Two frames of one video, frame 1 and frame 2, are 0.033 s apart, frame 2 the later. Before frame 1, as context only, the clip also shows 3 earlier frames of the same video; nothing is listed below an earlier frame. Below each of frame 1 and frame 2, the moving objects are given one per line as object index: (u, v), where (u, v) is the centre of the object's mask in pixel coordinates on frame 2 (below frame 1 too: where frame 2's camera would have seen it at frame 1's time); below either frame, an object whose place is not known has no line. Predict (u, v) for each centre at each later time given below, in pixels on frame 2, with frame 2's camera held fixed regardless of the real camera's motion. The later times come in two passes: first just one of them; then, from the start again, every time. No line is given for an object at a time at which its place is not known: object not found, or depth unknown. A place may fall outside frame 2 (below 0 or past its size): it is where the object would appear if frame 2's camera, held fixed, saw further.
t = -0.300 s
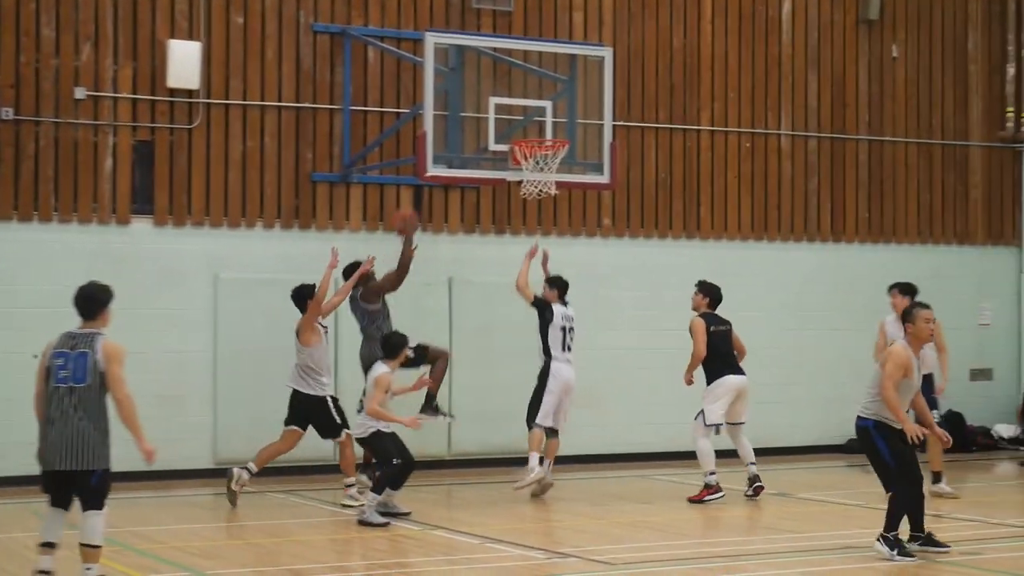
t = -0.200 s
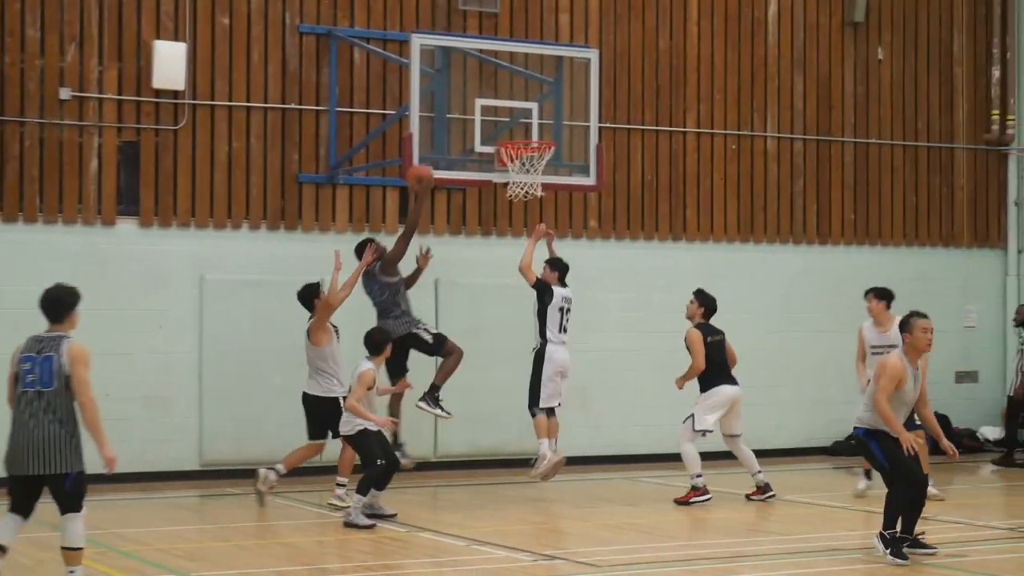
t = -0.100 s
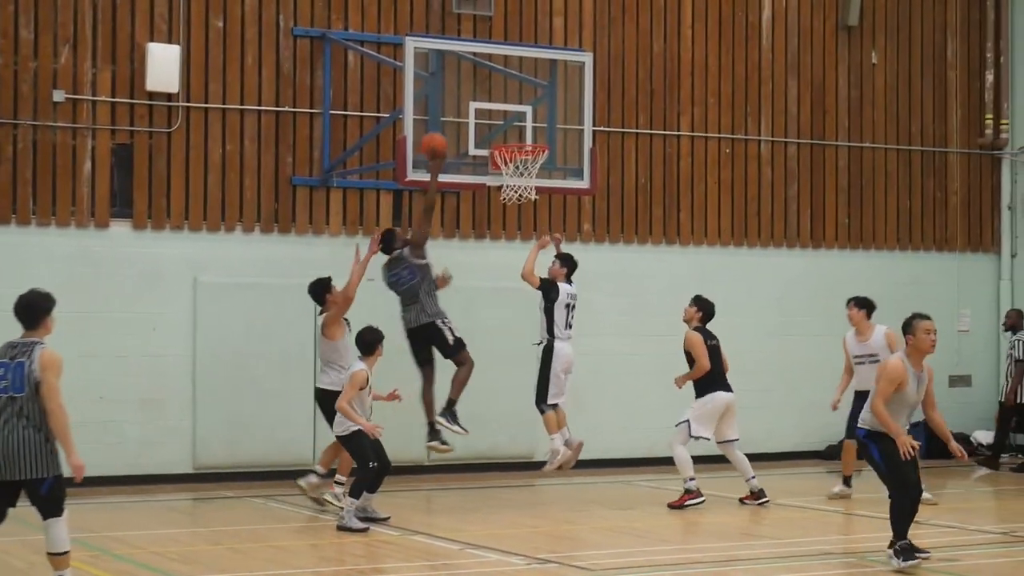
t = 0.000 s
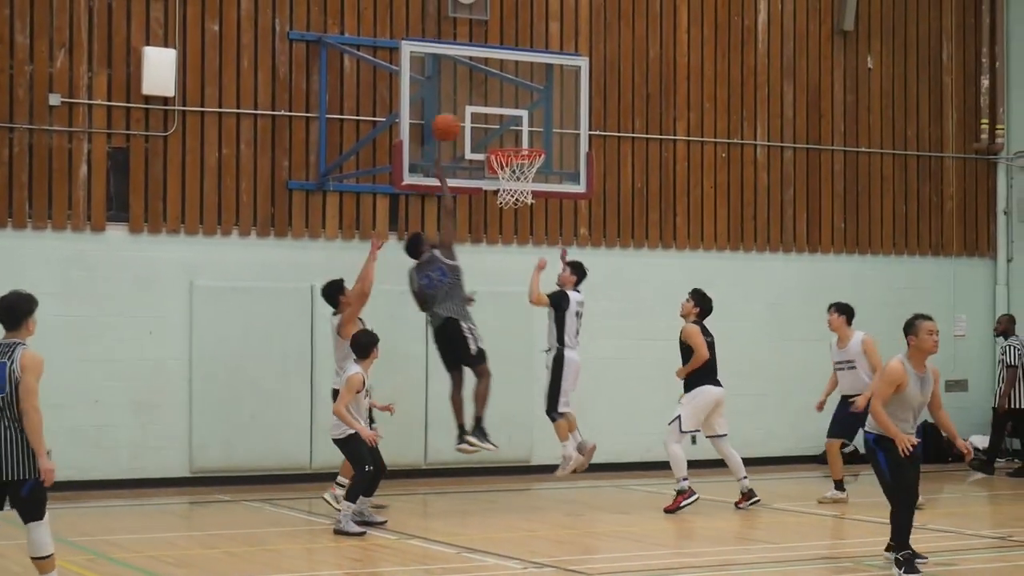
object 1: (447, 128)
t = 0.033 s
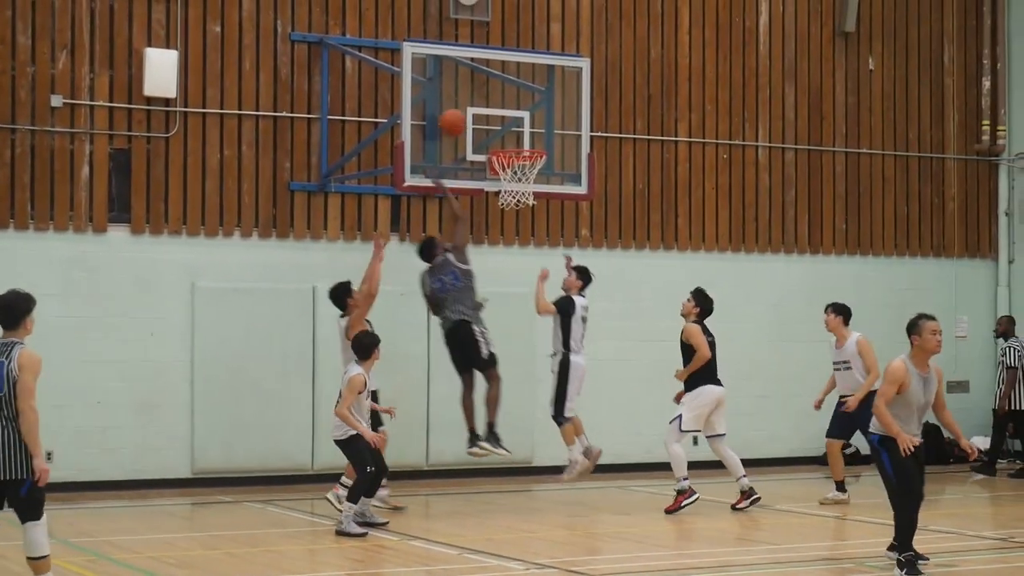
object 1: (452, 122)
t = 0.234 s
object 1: (486, 123)
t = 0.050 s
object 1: (455, 120)
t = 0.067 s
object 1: (457, 119)
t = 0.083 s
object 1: (460, 117)
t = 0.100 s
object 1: (462, 116)
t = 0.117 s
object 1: (465, 115)
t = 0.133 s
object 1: (468, 116)
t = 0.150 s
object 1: (471, 116)
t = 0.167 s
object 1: (474, 117)
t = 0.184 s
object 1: (476, 118)
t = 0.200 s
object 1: (479, 119)
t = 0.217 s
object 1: (482, 122)
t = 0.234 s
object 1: (486, 123)
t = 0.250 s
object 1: (488, 125)
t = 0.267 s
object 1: (491, 128)
